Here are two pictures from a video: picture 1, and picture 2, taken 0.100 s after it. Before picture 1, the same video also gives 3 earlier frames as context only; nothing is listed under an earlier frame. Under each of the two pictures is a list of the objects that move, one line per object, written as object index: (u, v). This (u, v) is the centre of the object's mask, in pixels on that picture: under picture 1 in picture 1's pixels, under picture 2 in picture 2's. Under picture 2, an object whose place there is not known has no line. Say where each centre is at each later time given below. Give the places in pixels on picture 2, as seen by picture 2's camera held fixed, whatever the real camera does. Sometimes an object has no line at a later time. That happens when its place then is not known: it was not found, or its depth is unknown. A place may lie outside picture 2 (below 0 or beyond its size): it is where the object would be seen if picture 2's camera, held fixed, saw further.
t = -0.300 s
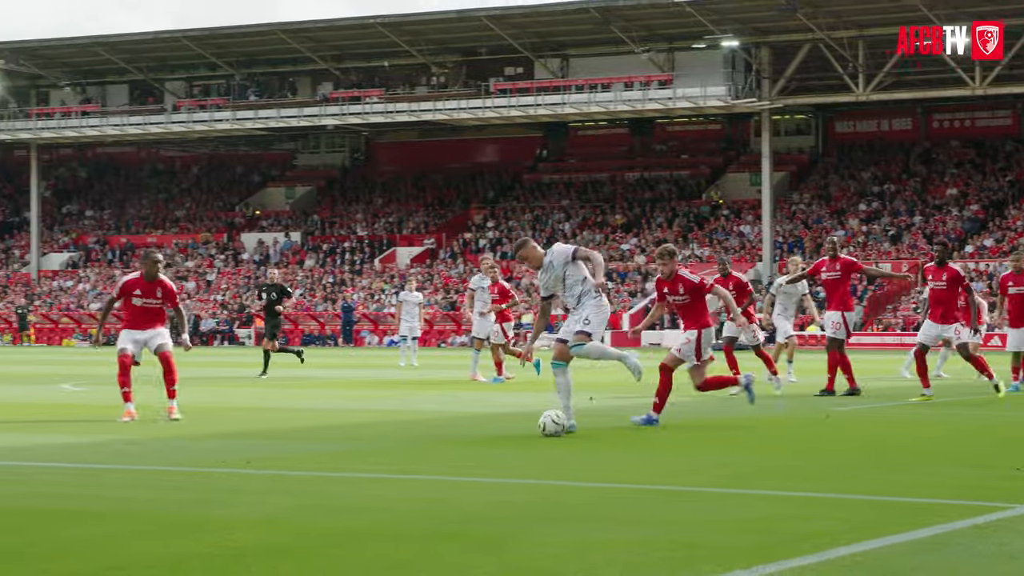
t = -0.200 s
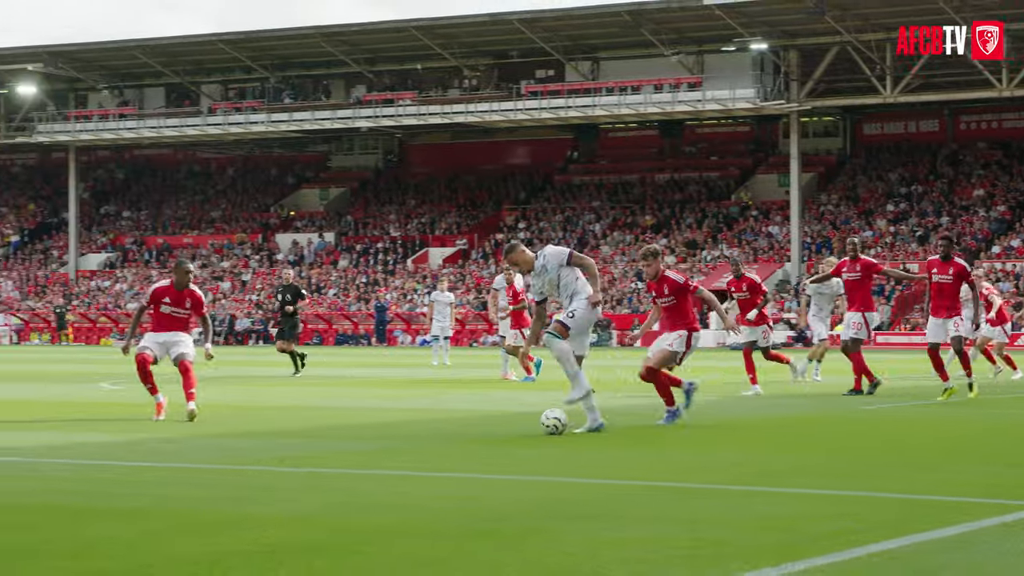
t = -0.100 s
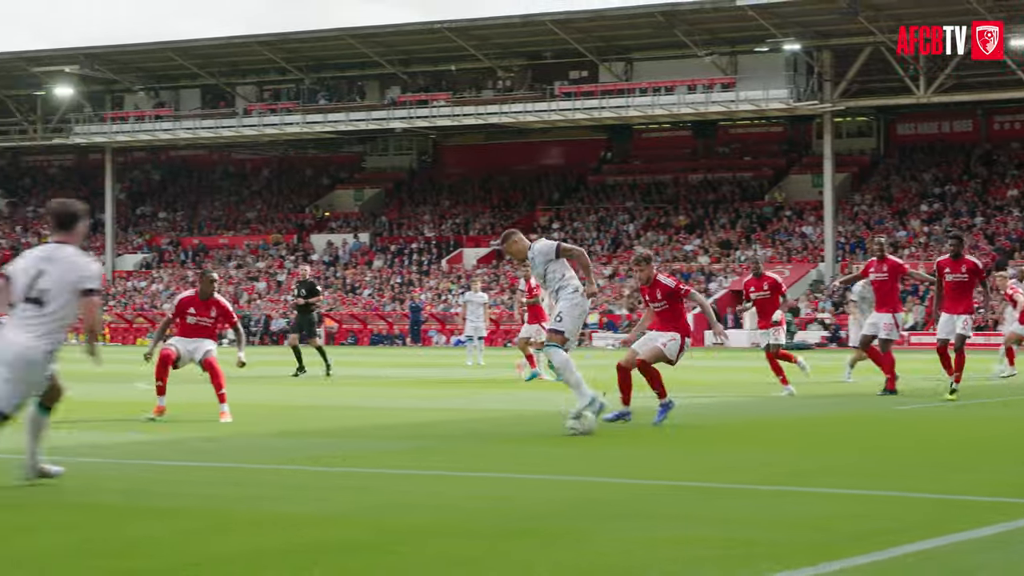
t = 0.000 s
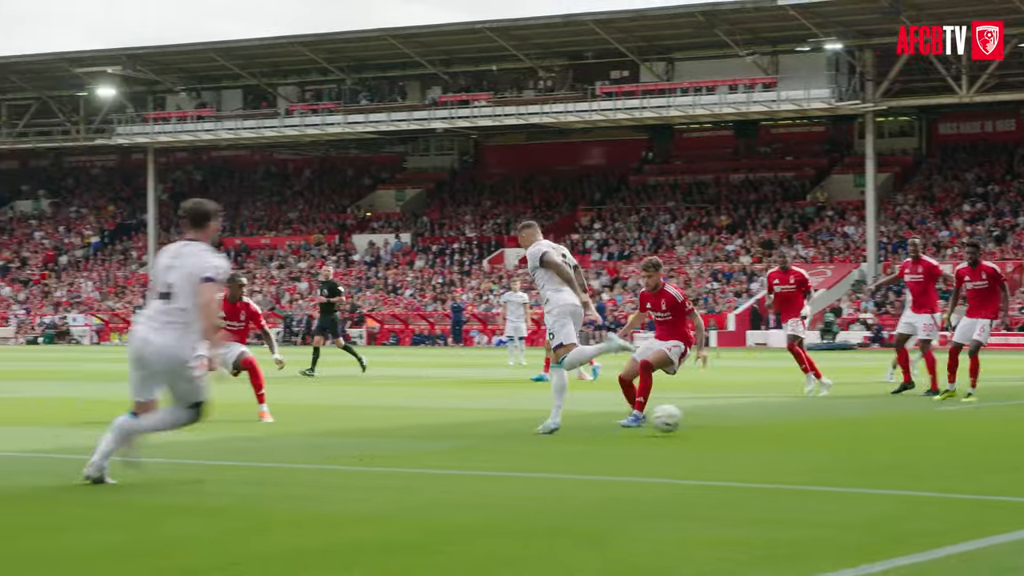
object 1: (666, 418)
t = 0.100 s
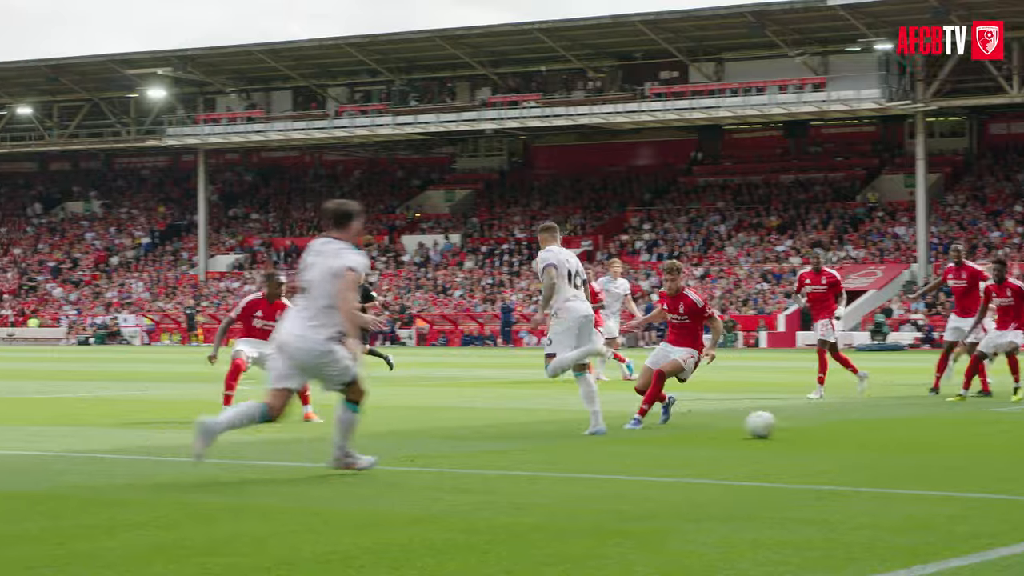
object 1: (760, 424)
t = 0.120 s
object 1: (769, 426)
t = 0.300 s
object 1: (839, 427)
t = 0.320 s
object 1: (846, 427)
